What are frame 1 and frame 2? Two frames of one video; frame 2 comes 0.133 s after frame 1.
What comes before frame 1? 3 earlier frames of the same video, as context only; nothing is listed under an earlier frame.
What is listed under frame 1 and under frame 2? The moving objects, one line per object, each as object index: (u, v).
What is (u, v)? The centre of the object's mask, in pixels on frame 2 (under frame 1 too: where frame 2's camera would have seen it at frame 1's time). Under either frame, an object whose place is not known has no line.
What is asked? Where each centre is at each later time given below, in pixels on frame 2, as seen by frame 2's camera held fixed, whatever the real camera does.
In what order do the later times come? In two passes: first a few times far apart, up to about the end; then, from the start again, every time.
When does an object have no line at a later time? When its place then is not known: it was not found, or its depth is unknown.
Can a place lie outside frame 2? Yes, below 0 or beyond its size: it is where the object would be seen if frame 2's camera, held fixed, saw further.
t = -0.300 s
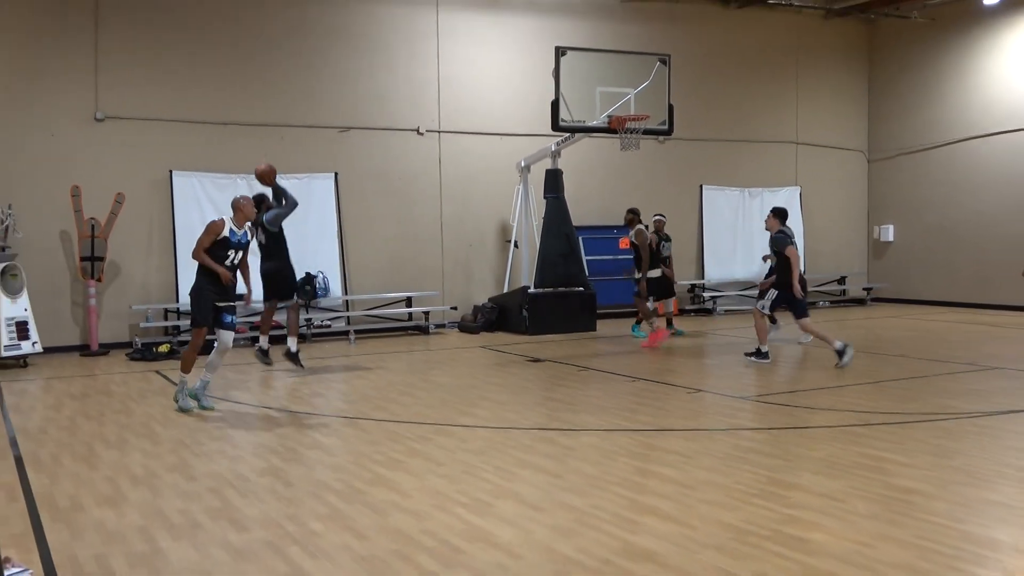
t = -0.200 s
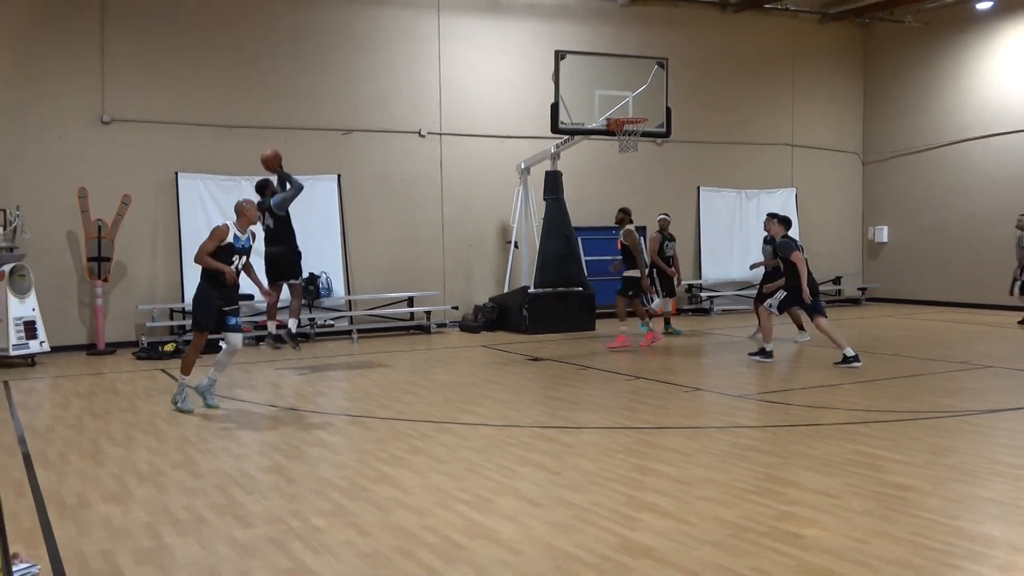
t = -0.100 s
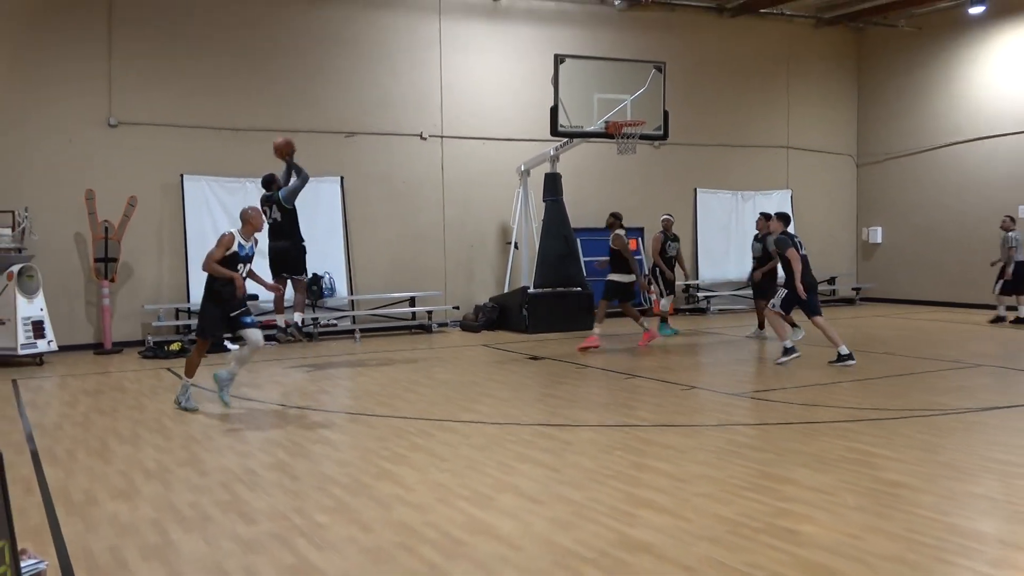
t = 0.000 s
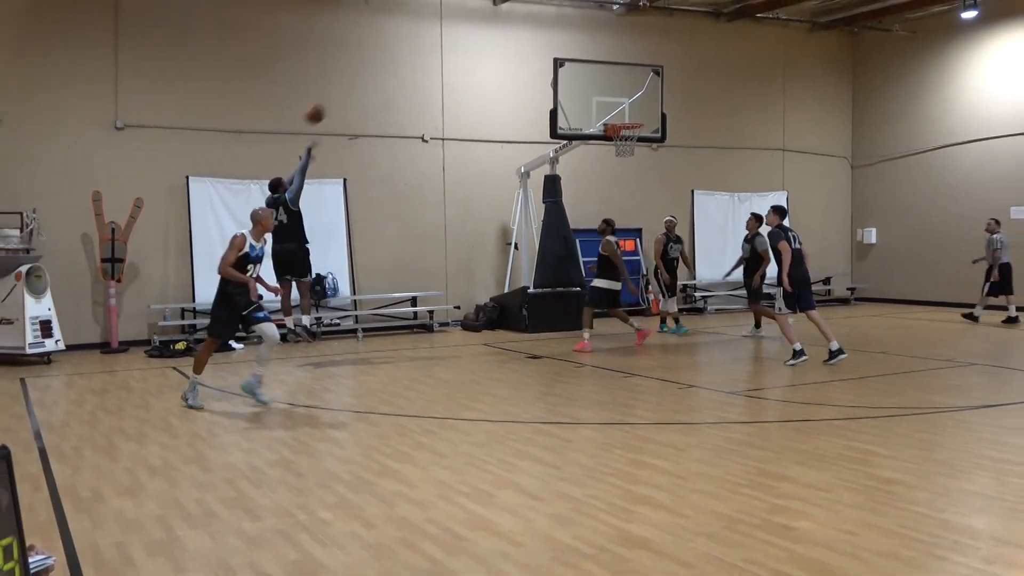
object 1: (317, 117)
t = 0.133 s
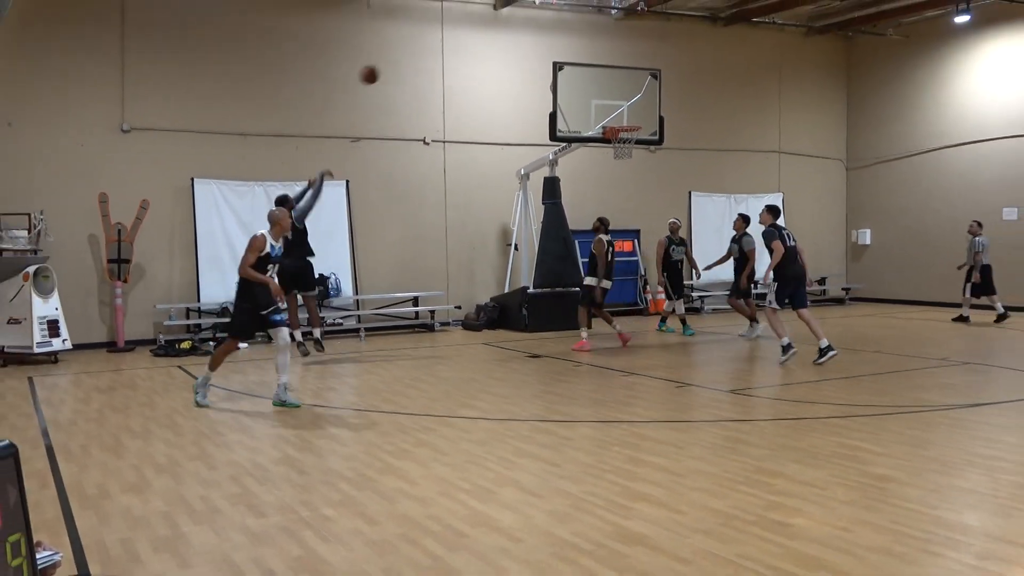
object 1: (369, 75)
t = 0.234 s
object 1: (407, 55)
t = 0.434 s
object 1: (477, 41)
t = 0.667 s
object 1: (552, 57)
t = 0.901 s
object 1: (621, 108)
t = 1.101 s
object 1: (643, 98)
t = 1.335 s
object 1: (653, 84)
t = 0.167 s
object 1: (382, 68)
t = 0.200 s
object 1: (394, 62)
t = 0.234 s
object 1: (407, 55)
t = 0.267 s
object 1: (419, 51)
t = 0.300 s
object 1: (431, 47)
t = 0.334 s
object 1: (443, 44)
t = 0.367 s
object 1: (455, 43)
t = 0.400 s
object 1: (466, 42)
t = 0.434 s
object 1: (477, 41)
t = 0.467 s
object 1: (488, 42)
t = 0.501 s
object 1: (499, 42)
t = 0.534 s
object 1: (510, 44)
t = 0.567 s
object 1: (521, 46)
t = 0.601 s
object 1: (532, 49)
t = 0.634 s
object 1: (542, 53)
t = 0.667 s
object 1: (552, 57)
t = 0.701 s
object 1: (562, 62)
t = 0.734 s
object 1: (572, 68)
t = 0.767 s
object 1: (582, 75)
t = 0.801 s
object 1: (592, 82)
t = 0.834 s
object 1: (602, 90)
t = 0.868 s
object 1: (612, 98)
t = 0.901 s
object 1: (621, 108)
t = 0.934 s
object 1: (631, 118)
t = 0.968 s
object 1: (637, 123)
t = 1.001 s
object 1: (638, 115)
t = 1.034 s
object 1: (640, 109)
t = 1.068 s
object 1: (641, 104)
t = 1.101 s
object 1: (643, 98)
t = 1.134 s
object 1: (645, 93)
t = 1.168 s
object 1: (646, 91)
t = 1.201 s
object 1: (647, 88)
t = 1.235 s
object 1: (649, 86)
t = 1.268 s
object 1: (650, 85)
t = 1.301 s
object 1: (651, 84)
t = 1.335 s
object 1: (653, 84)
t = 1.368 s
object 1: (655, 85)
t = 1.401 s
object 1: (656, 86)
